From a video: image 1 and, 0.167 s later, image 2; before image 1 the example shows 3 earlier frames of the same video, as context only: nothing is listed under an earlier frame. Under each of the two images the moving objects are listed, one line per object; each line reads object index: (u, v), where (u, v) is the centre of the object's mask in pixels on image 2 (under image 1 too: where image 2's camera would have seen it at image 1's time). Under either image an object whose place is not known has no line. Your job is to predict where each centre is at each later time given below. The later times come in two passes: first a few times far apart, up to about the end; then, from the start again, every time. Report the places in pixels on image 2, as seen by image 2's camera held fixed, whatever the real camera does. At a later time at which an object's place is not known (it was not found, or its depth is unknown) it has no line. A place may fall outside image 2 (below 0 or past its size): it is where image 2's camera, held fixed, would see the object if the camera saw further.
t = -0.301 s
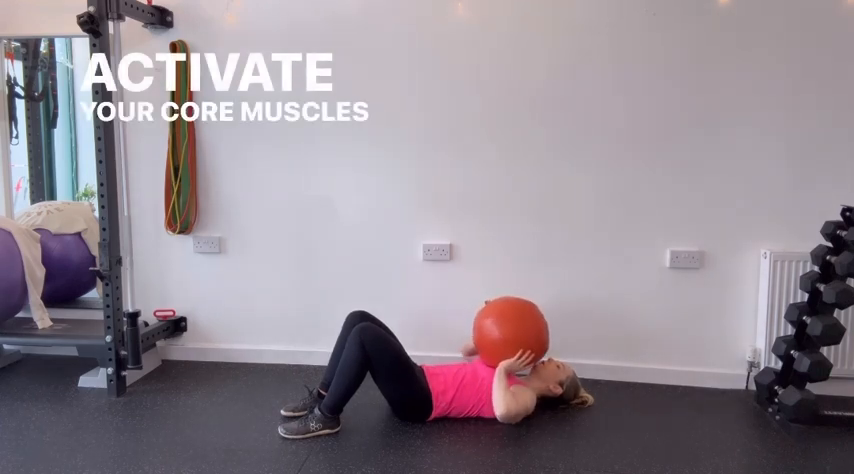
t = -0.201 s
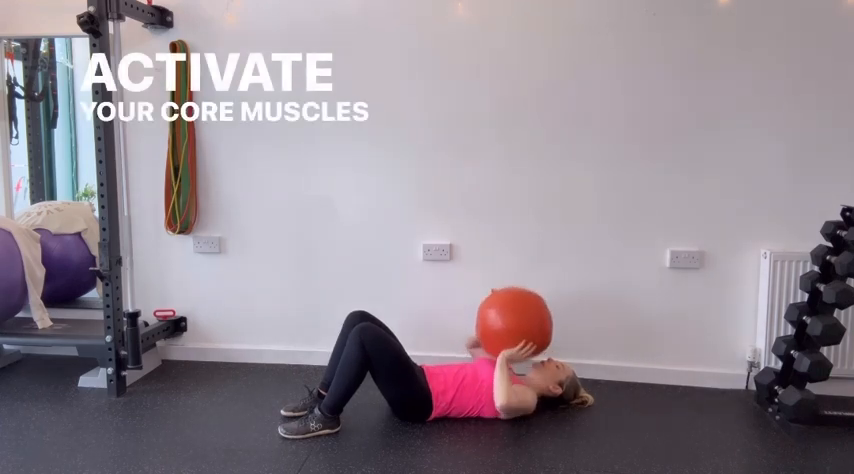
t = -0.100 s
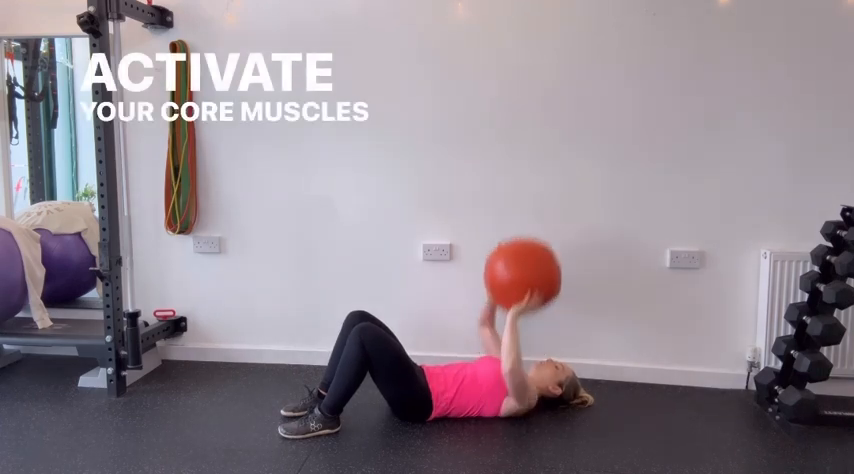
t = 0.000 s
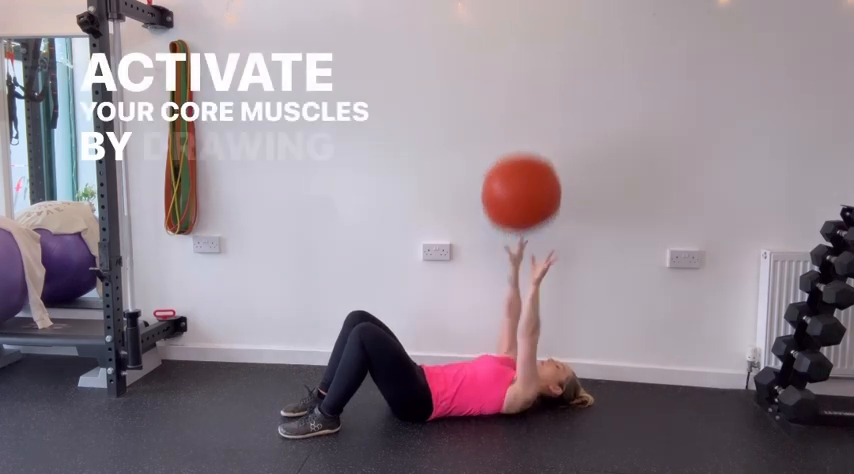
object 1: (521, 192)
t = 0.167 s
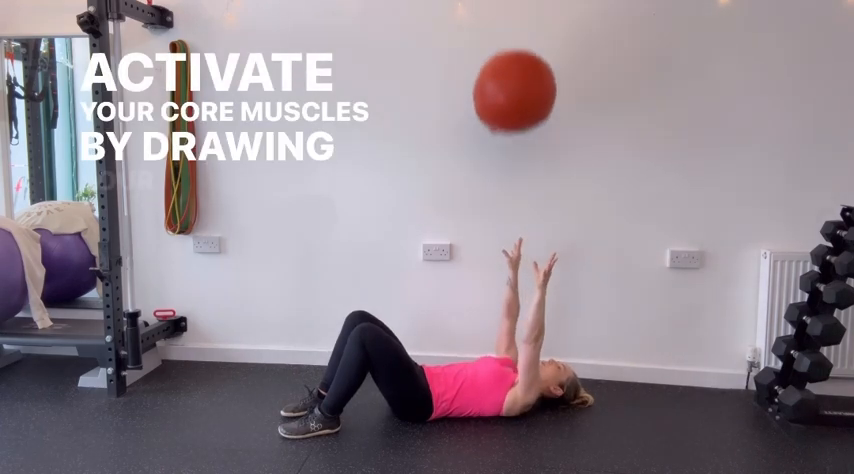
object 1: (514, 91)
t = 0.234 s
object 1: (511, 68)
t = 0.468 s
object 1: (497, 69)
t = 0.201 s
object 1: (512, 78)
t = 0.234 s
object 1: (511, 68)
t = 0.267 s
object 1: (509, 60)
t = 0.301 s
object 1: (507, 55)
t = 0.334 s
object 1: (505, 52)
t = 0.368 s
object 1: (503, 52)
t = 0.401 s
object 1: (501, 55)
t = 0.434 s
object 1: (499, 61)
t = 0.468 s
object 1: (497, 69)
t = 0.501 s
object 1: (494, 80)
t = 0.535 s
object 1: (492, 93)
